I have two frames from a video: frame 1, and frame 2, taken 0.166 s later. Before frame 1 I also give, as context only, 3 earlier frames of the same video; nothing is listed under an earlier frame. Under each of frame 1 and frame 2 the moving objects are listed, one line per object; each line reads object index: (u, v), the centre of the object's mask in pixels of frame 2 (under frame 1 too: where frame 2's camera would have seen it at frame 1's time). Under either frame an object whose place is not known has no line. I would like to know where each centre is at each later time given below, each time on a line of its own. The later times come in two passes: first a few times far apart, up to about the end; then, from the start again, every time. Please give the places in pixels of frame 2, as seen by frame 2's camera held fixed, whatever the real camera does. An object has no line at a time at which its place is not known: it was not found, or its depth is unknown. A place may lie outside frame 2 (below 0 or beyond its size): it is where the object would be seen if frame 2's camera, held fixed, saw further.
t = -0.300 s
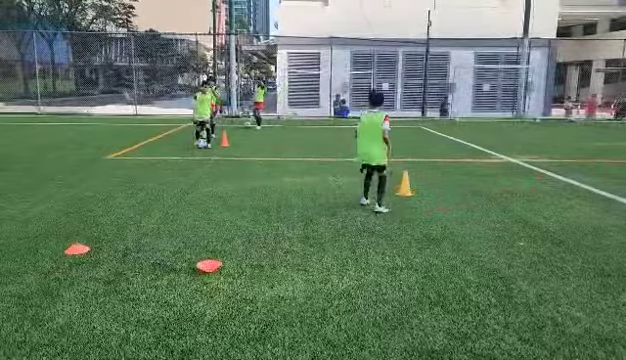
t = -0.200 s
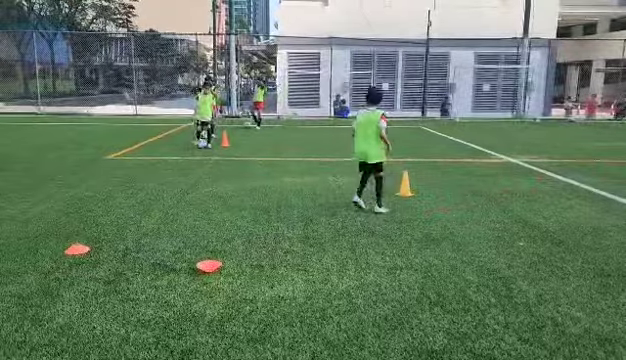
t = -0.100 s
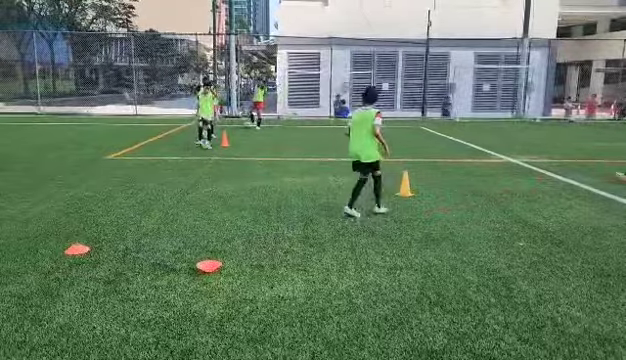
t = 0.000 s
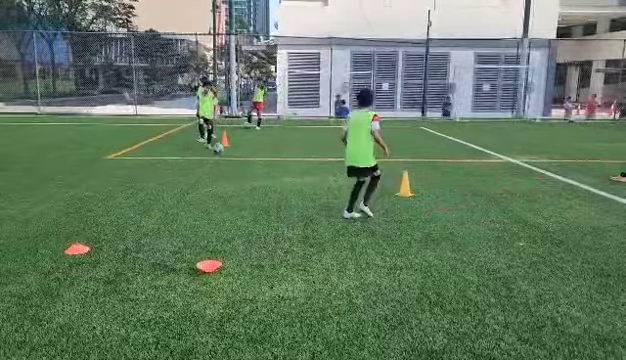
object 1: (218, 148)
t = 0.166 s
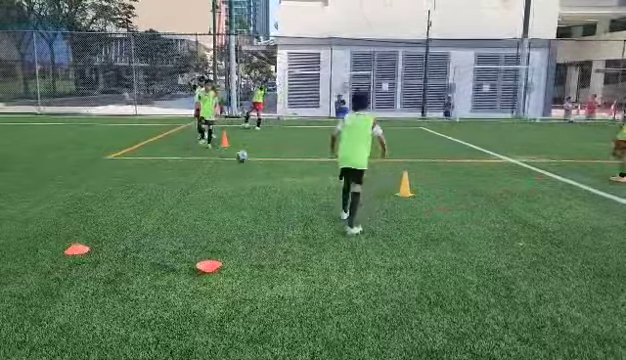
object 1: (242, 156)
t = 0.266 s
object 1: (255, 159)
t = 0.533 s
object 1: (293, 172)
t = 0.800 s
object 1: (335, 185)
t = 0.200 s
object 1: (246, 157)
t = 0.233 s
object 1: (249, 157)
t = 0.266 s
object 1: (255, 159)
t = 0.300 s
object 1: (260, 161)
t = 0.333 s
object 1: (263, 162)
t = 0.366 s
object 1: (269, 165)
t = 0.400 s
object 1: (273, 167)
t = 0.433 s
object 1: (278, 167)
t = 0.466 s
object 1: (284, 169)
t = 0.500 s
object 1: (287, 170)
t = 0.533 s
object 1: (293, 172)
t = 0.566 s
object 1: (298, 173)
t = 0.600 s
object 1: (303, 173)
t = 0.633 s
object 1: (308, 175)
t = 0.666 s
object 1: (312, 179)
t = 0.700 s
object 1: (317, 180)
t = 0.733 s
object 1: (324, 182)
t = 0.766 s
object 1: (329, 183)
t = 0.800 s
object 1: (335, 185)
